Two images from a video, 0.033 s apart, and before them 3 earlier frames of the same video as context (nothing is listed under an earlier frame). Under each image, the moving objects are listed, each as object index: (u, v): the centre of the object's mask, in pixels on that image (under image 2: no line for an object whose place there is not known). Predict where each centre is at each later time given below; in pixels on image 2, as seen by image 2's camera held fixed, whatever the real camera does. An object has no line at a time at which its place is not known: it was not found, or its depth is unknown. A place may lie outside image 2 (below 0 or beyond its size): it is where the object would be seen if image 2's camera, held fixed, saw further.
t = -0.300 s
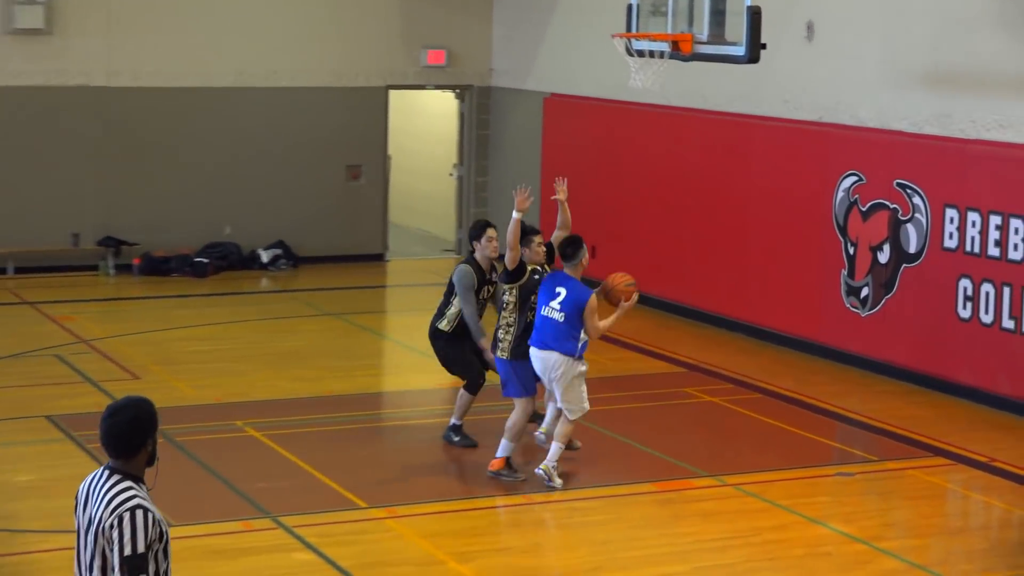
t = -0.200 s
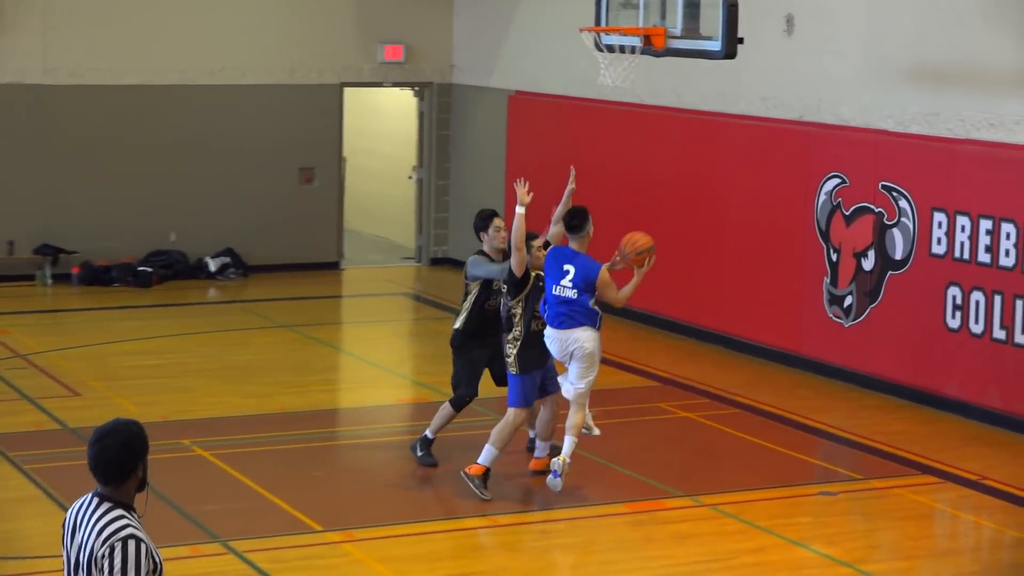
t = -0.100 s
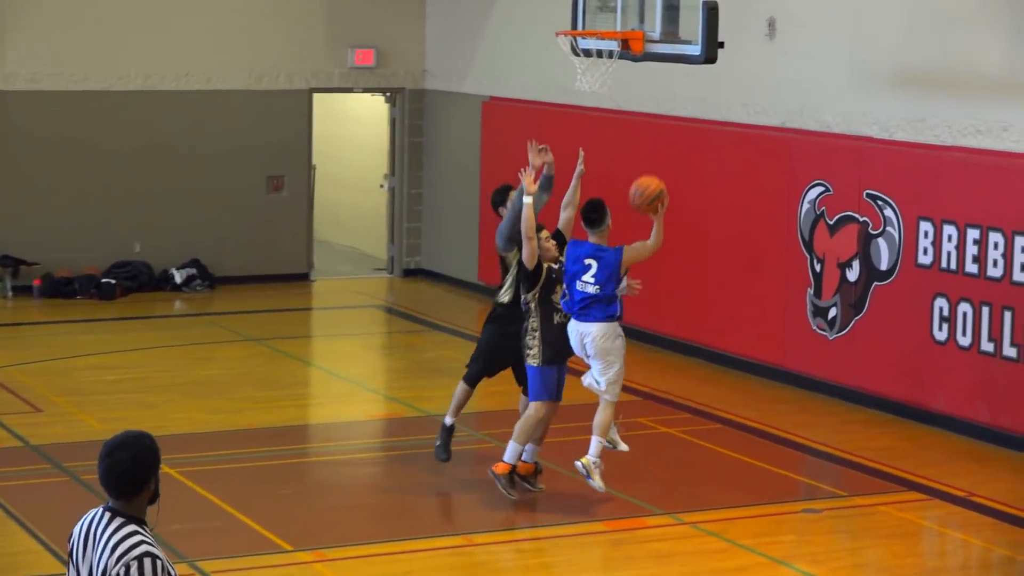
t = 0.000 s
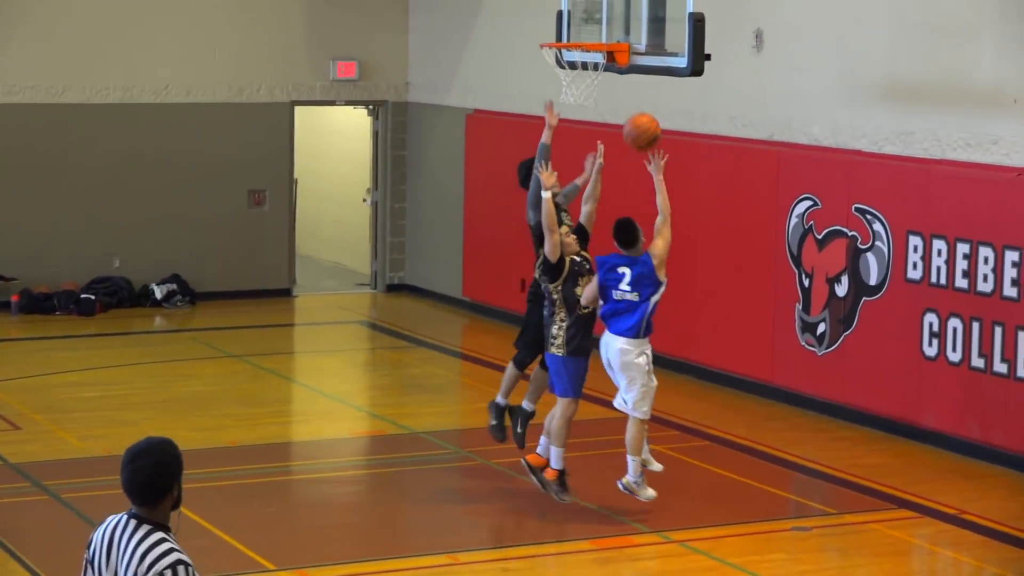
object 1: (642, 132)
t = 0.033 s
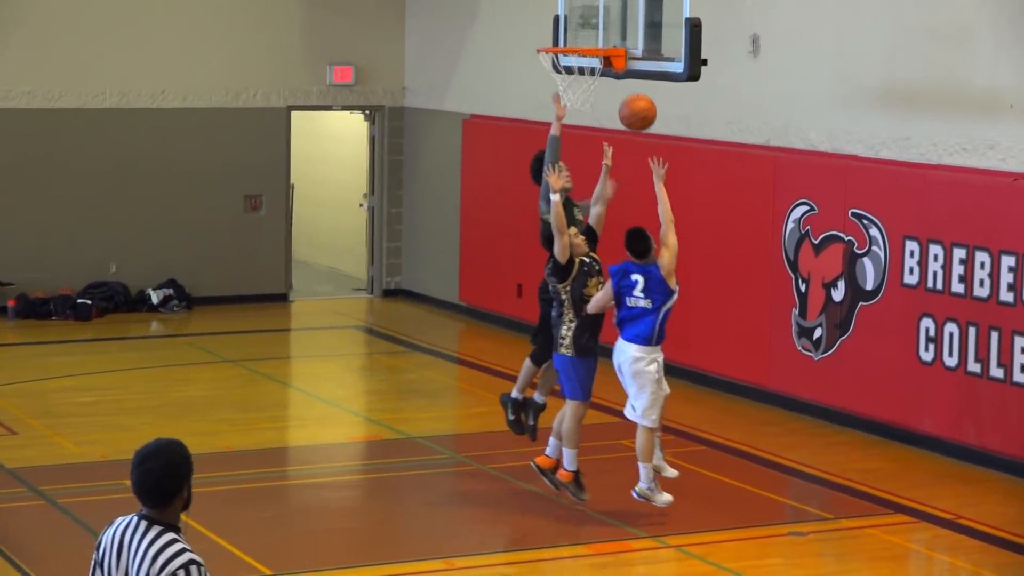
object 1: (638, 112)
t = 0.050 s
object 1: (637, 101)
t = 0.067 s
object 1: (637, 89)
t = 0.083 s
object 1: (637, 79)
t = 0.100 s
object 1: (638, 68)
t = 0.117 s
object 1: (637, 60)
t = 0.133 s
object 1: (637, 50)
